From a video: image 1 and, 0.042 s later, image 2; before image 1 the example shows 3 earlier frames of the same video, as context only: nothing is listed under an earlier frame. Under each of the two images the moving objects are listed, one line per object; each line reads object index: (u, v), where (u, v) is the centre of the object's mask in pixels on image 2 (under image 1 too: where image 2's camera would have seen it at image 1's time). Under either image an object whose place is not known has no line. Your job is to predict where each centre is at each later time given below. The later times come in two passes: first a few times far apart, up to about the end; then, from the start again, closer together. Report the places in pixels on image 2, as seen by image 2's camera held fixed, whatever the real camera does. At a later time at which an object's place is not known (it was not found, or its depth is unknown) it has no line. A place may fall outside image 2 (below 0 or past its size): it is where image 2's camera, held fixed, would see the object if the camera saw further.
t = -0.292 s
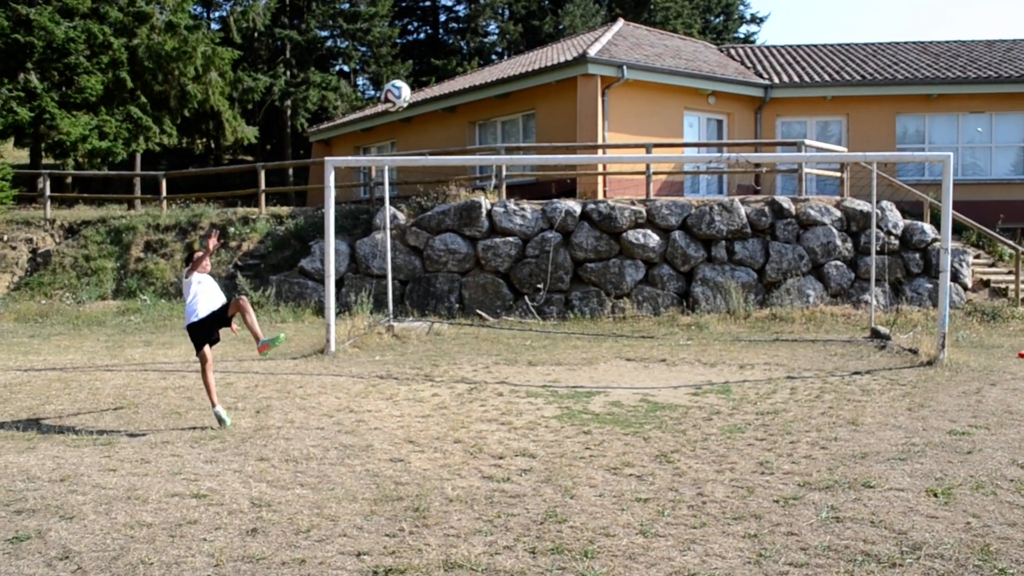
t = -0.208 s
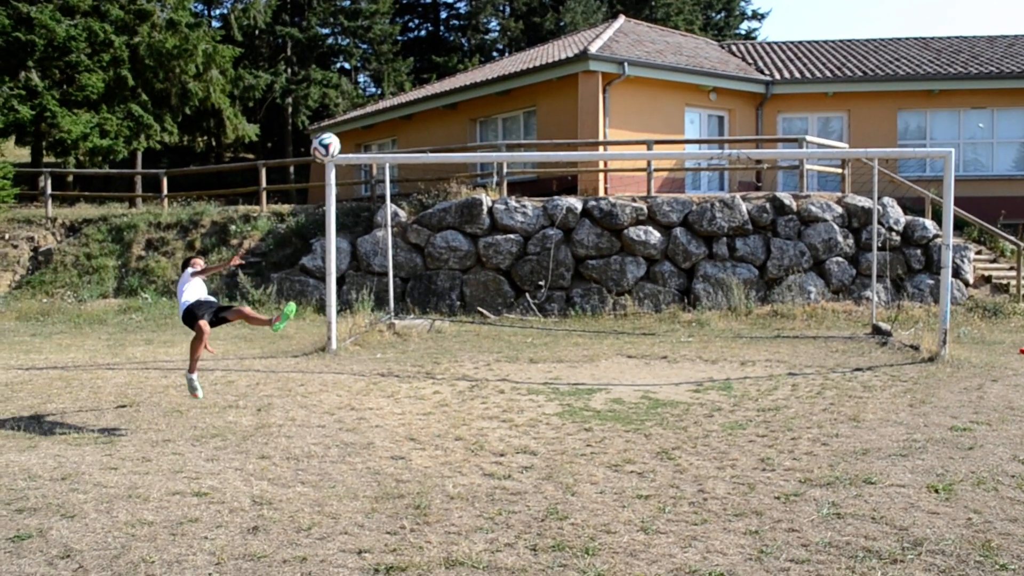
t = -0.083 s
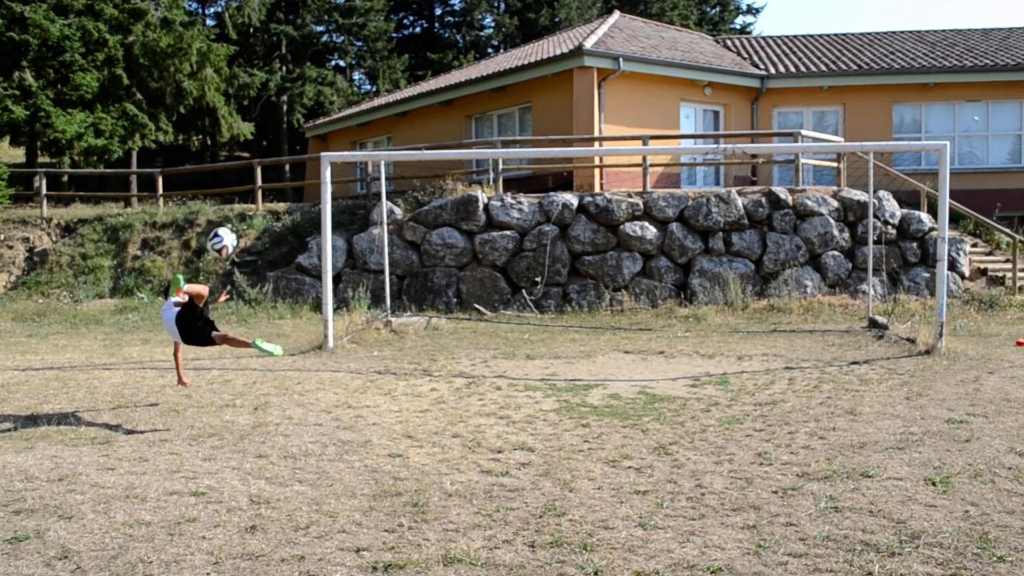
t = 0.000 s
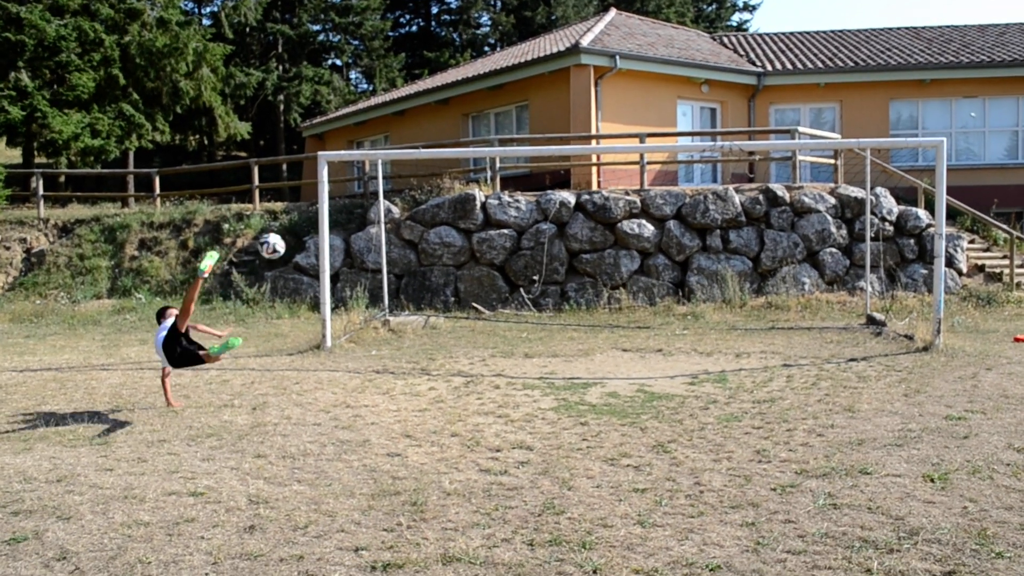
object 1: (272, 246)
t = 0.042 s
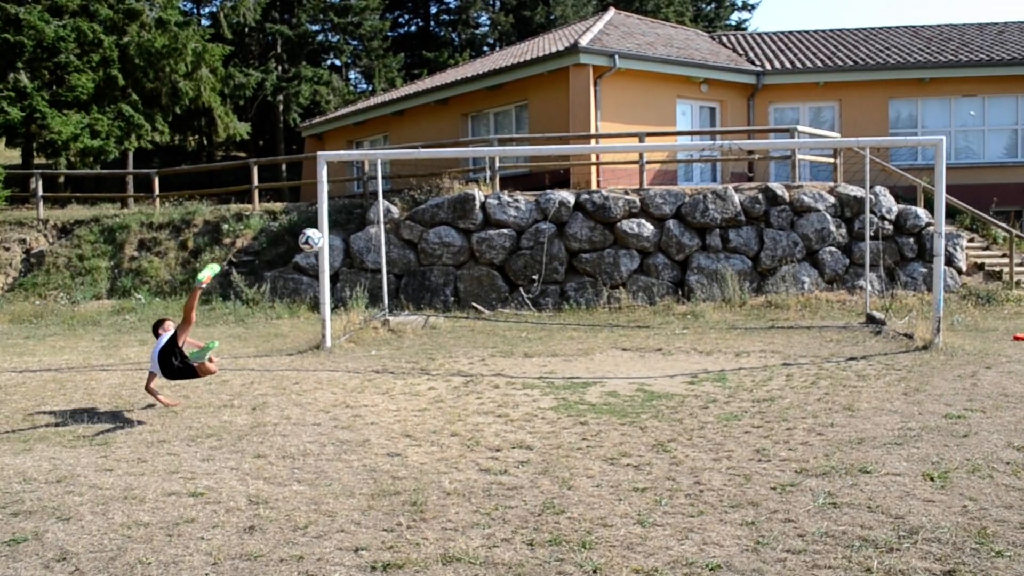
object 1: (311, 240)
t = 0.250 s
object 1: (451, 245)
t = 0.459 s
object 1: (513, 272)
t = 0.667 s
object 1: (501, 289)
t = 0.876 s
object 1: (495, 307)
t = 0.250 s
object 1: (451, 245)
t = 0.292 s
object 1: (471, 250)
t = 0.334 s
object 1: (488, 256)
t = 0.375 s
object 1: (503, 263)
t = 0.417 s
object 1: (513, 271)
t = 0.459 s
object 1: (513, 272)
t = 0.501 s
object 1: (509, 272)
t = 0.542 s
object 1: (506, 273)
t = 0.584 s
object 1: (504, 278)
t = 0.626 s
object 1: (502, 283)
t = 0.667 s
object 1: (501, 289)
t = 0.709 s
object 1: (499, 296)
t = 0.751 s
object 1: (500, 302)
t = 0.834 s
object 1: (496, 307)
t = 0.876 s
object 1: (495, 307)
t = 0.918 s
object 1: (494, 308)
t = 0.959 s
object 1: (492, 309)
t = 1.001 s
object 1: (492, 307)
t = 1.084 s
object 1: (491, 307)
